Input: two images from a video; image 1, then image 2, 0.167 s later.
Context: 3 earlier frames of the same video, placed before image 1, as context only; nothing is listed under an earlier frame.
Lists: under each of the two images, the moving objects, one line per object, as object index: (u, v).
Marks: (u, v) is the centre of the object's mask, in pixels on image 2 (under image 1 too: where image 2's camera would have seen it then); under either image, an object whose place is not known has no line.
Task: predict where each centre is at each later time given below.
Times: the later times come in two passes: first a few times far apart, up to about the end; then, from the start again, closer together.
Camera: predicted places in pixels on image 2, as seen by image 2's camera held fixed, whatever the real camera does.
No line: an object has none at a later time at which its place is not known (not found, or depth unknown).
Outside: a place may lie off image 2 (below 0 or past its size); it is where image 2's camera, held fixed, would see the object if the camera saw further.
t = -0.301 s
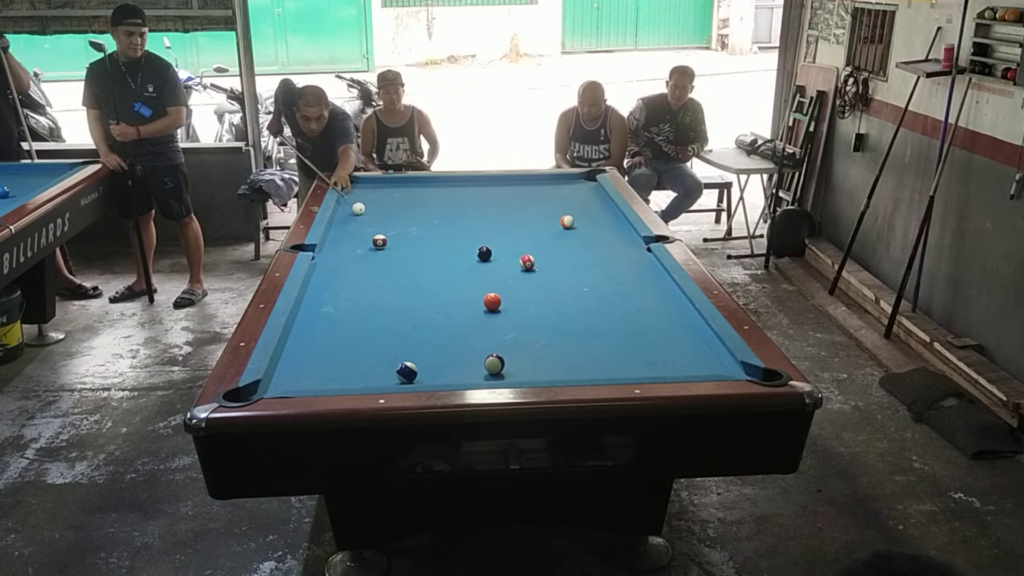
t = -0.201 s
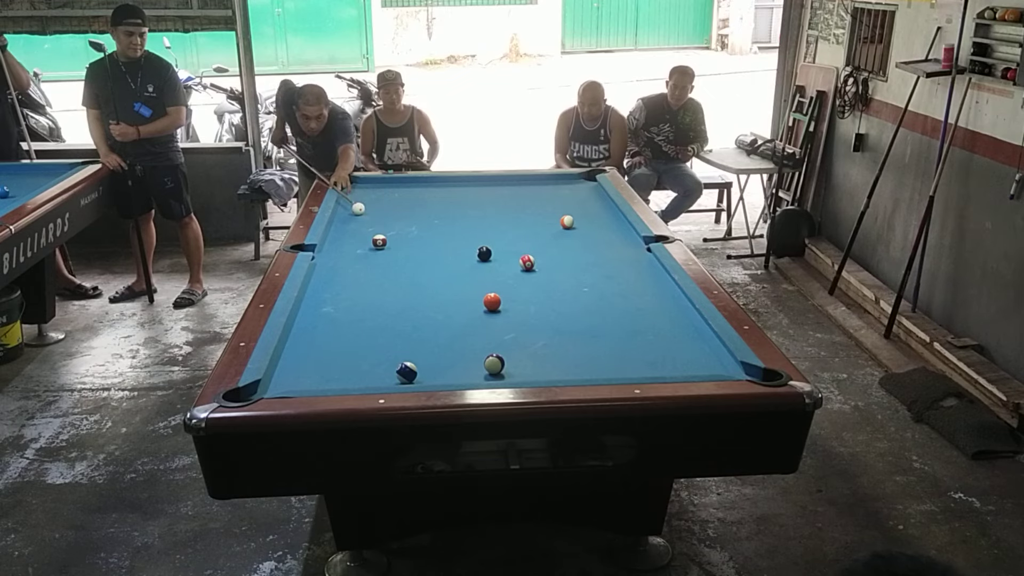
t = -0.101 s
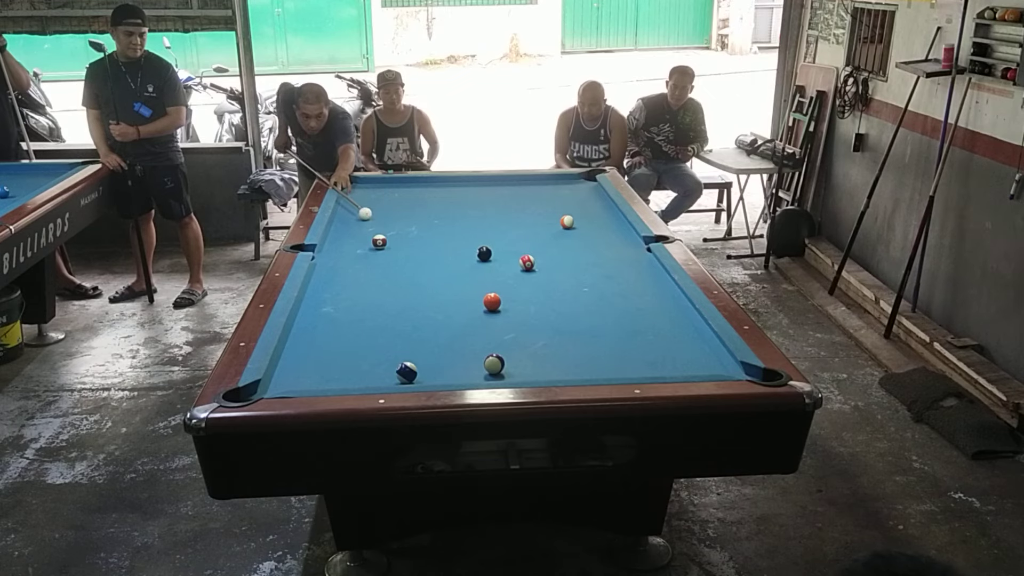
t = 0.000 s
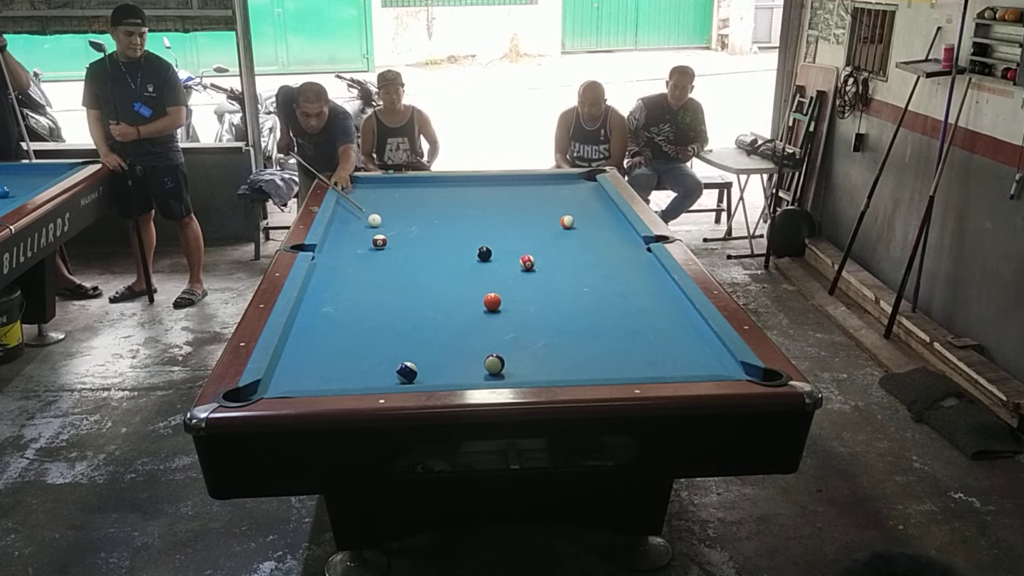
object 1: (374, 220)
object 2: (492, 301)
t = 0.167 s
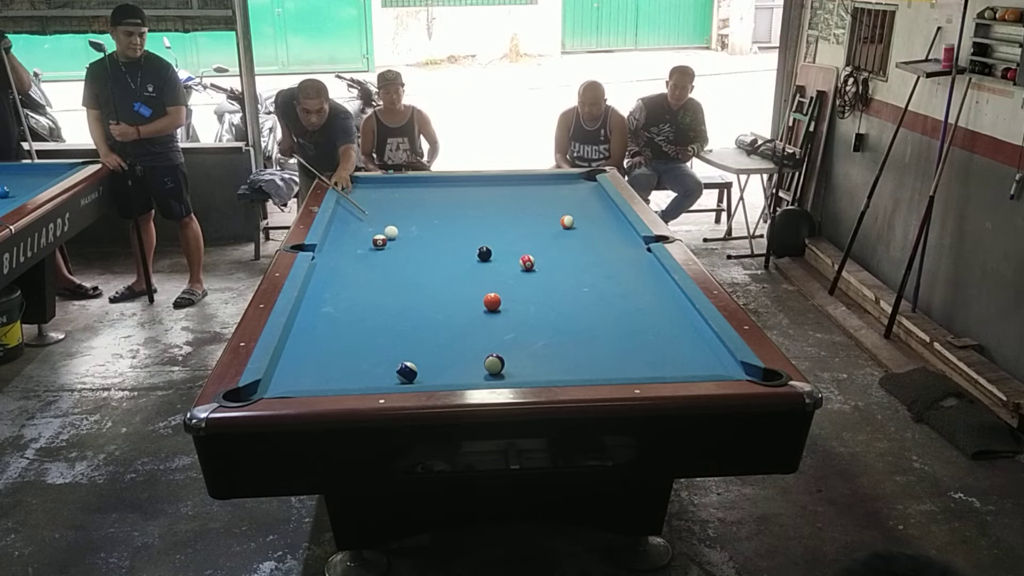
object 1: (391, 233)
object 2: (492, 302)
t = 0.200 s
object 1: (394, 235)
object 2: (492, 302)
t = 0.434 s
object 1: (420, 254)
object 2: (492, 302)
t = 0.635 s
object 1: (444, 272)
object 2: (492, 302)
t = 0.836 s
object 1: (471, 292)
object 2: (492, 302)
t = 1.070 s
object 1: (471, 307)
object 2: (524, 312)
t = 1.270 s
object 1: (464, 317)
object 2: (557, 323)
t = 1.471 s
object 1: (456, 328)
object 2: (591, 334)
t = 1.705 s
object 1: (447, 341)
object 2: (632, 347)
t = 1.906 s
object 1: (440, 353)
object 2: (669, 359)
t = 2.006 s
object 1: (436, 359)
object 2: (688, 364)
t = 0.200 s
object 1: (394, 235)
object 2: (492, 302)
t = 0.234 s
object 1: (398, 238)
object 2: (492, 302)
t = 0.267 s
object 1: (401, 240)
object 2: (492, 302)
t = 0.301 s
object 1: (405, 243)
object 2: (492, 302)
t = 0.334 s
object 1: (409, 246)
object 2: (492, 301)
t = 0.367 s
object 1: (412, 249)
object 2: (492, 302)
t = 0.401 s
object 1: (416, 251)
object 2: (492, 302)
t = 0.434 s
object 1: (420, 254)
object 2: (492, 302)
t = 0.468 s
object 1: (424, 257)
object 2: (492, 301)
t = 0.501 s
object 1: (428, 260)
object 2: (492, 302)
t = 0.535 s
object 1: (432, 263)
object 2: (492, 302)
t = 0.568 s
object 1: (436, 266)
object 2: (492, 301)
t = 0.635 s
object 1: (444, 272)
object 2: (492, 302)
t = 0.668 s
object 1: (449, 275)
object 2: (492, 301)
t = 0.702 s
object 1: (453, 279)
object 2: (492, 302)
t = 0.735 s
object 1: (458, 282)
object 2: (492, 302)
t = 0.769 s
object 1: (462, 285)
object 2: (492, 301)
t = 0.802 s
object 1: (467, 289)
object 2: (492, 302)
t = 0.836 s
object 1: (471, 292)
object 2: (492, 302)
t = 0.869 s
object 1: (476, 296)
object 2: (492, 302)
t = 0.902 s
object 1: (478, 298)
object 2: (495, 302)
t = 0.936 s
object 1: (476, 300)
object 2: (502, 305)
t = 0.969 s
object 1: (474, 302)
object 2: (508, 306)
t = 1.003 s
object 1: (473, 303)
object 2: (513, 308)
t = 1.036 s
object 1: (472, 305)
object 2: (518, 310)
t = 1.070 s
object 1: (471, 307)
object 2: (524, 312)
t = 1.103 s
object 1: (470, 308)
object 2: (529, 314)
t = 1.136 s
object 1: (469, 310)
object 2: (535, 316)
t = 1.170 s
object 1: (467, 312)
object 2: (540, 317)
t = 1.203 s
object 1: (466, 314)
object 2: (546, 319)
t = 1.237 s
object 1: (465, 316)
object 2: (551, 321)
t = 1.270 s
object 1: (464, 317)
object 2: (557, 323)
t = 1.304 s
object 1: (462, 319)
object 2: (562, 324)
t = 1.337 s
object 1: (461, 321)
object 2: (568, 326)
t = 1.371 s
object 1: (460, 323)
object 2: (574, 328)
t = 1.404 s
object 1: (459, 325)
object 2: (579, 330)
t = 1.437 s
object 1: (458, 327)
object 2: (585, 332)
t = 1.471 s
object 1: (456, 328)
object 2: (591, 334)
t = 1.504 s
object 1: (455, 330)
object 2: (597, 336)
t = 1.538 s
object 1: (454, 332)
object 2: (602, 337)
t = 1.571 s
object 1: (453, 334)
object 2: (608, 339)
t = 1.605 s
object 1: (451, 336)
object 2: (614, 341)
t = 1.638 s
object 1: (450, 338)
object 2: (620, 343)
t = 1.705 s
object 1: (447, 341)
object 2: (632, 347)
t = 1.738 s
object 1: (446, 343)
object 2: (638, 349)
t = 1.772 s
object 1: (445, 345)
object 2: (644, 351)
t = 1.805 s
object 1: (444, 347)
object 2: (651, 353)
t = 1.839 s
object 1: (442, 349)
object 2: (656, 355)
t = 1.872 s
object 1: (441, 351)
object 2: (663, 357)
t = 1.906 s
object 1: (440, 353)
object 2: (669, 359)
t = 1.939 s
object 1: (438, 355)
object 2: (675, 361)
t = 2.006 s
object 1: (436, 359)
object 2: (688, 364)
